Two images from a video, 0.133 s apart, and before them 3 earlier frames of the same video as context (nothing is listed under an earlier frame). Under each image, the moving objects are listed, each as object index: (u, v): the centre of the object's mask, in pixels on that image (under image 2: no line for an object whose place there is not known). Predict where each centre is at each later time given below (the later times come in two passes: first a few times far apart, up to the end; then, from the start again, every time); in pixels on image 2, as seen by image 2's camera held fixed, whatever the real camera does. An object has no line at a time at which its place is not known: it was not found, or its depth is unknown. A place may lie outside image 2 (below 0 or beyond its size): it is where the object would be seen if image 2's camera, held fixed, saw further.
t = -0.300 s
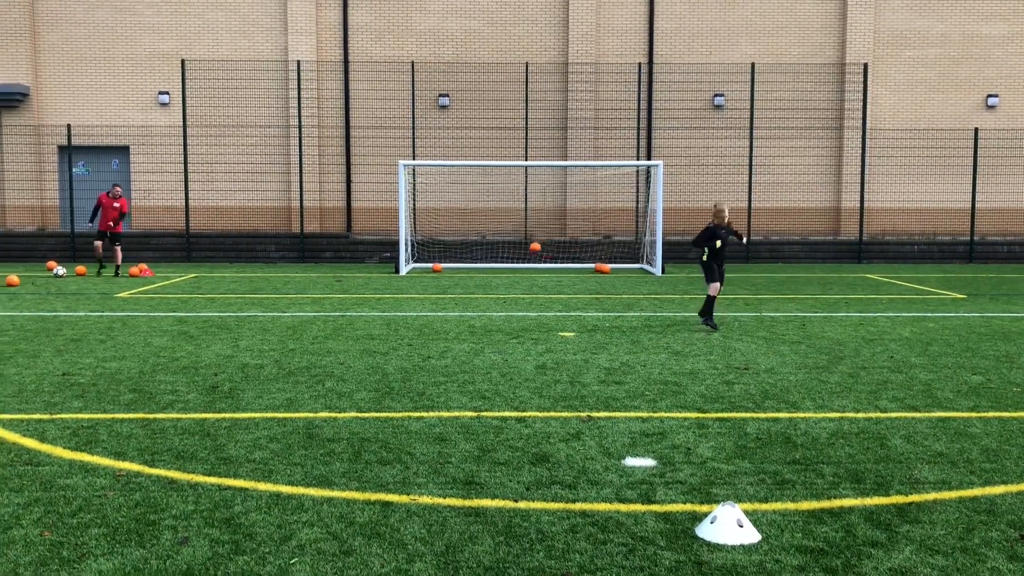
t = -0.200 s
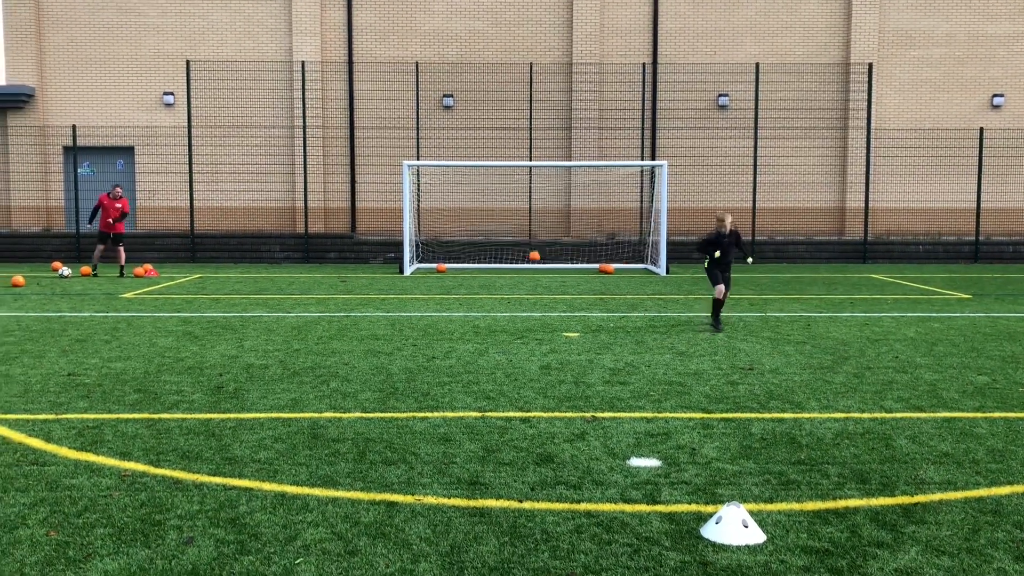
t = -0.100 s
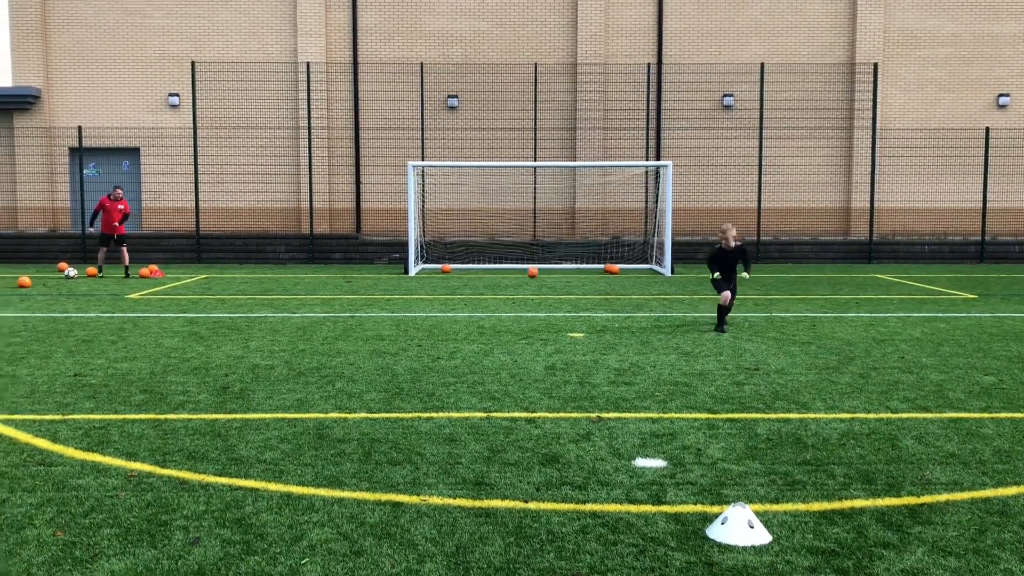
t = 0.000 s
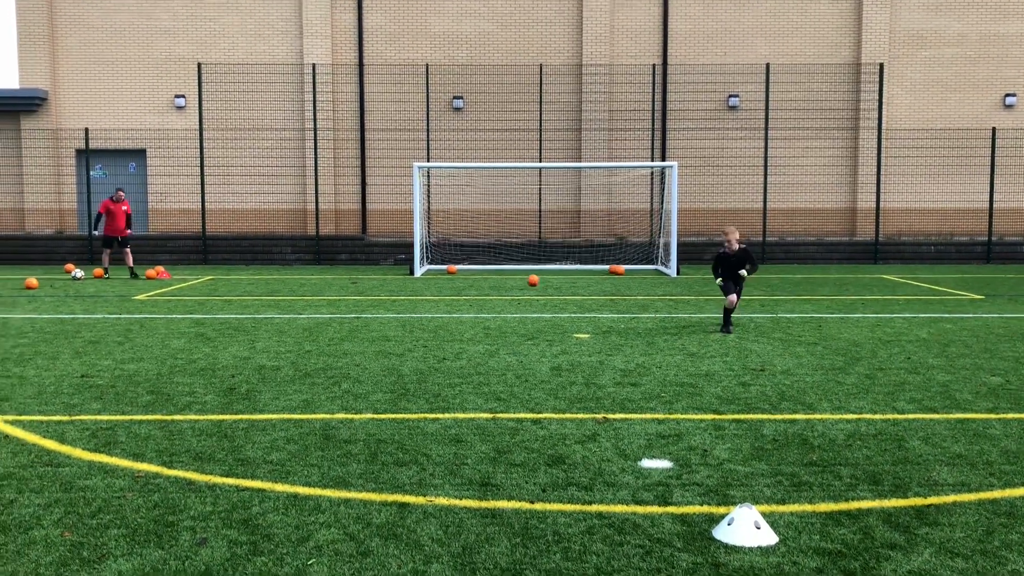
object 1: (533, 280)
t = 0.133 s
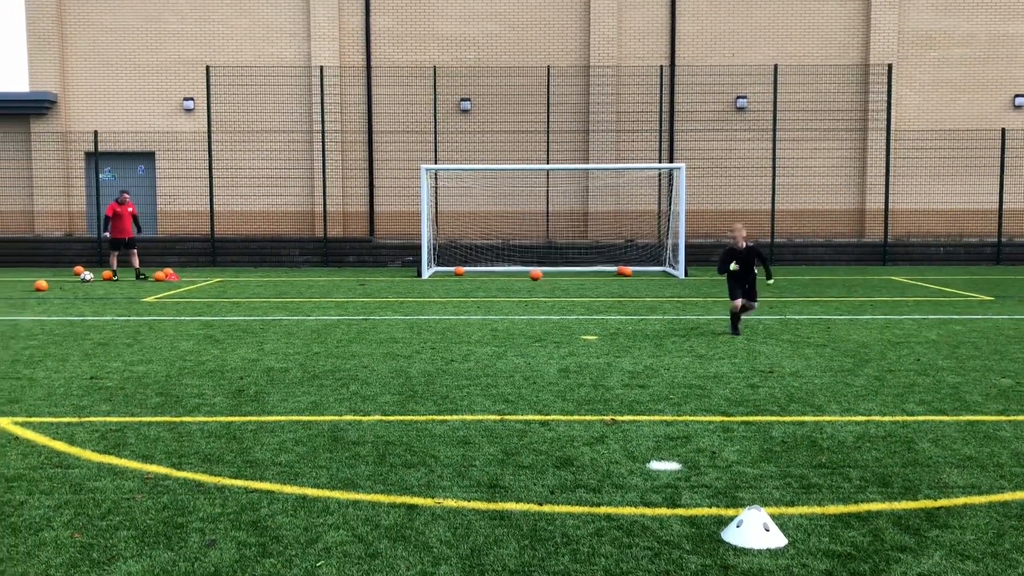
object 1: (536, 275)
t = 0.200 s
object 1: (533, 275)
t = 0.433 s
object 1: (523, 296)
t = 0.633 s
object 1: (522, 295)
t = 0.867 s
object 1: (522, 305)
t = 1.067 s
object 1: (520, 311)
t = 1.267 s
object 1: (519, 317)
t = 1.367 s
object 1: (517, 321)
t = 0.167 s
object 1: (534, 274)
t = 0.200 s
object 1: (533, 275)
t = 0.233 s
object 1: (531, 275)
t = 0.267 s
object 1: (530, 276)
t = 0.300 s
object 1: (529, 279)
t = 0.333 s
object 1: (528, 281)
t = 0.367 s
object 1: (526, 285)
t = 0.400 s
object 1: (525, 291)
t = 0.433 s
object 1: (523, 296)
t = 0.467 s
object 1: (522, 298)
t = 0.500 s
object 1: (523, 296)
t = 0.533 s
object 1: (523, 295)
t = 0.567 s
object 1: (523, 295)
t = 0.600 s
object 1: (523, 295)
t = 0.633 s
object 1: (522, 295)
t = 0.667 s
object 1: (522, 297)
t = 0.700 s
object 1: (522, 299)
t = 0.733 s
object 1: (523, 303)
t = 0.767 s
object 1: (522, 306)
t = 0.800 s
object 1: (522, 305)
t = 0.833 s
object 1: (522, 305)
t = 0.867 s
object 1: (522, 305)
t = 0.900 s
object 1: (522, 305)
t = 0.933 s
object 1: (522, 307)
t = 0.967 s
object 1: (521, 309)
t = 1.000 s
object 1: (521, 311)
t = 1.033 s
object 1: (521, 312)
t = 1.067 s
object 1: (520, 311)
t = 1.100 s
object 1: (520, 312)
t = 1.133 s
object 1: (520, 313)
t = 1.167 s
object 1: (519, 315)
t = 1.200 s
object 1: (519, 316)
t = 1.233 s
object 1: (519, 317)
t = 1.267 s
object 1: (519, 317)
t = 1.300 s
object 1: (518, 317)
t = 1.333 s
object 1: (518, 320)
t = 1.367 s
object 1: (517, 321)
